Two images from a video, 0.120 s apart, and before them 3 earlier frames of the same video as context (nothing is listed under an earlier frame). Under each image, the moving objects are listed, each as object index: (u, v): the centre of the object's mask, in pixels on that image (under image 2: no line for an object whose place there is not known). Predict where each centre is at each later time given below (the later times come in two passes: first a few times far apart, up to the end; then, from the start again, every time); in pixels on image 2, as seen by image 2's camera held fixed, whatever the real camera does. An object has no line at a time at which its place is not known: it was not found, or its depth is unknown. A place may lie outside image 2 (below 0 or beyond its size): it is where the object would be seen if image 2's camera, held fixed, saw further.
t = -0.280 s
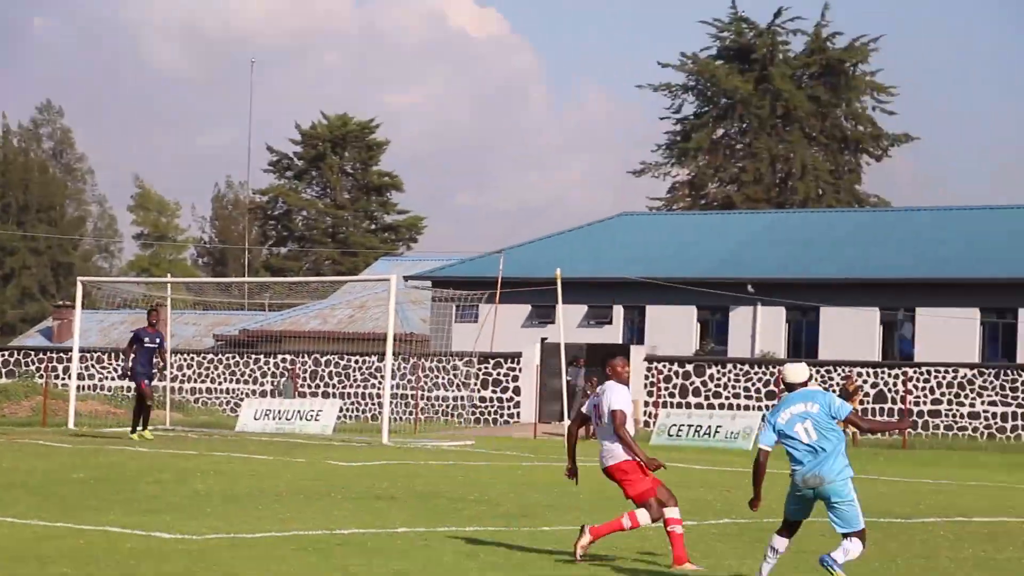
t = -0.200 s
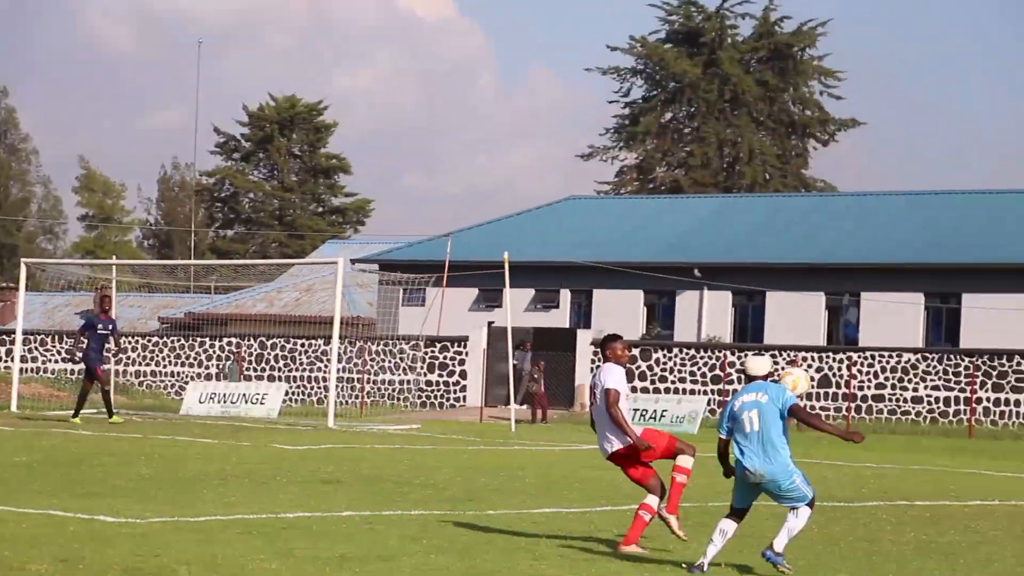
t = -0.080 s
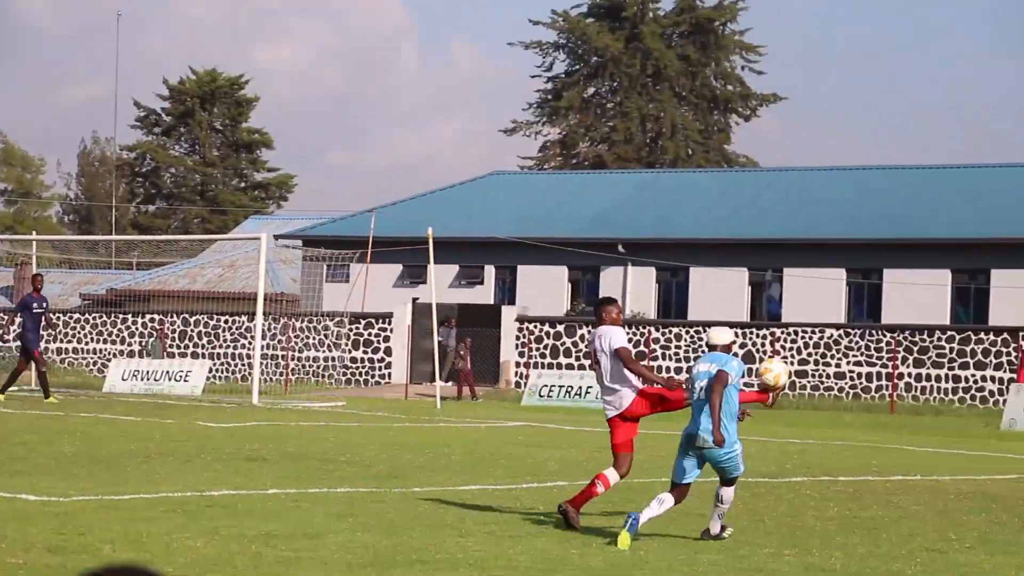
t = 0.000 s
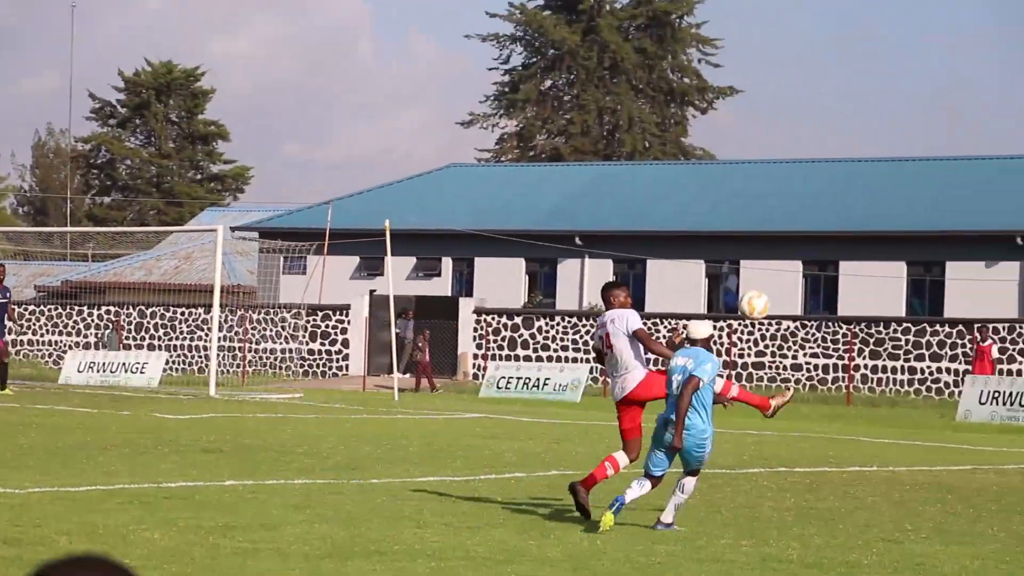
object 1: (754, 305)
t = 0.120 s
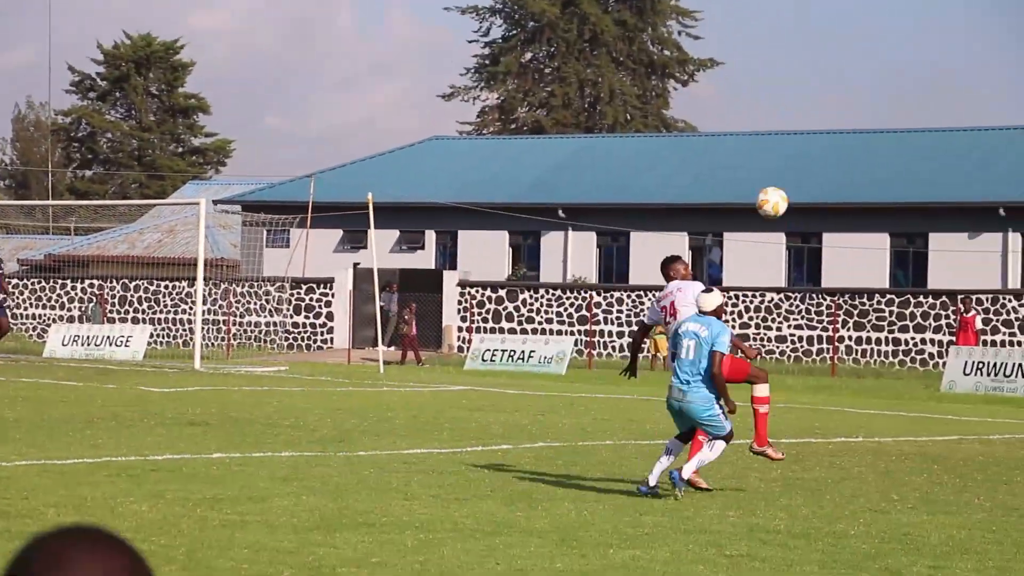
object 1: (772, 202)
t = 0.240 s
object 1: (805, 143)
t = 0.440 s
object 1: (860, 88)
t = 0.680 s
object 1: (927, 92)
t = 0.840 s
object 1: (973, 142)
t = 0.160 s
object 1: (784, 180)
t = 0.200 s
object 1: (794, 161)
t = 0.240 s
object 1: (805, 143)
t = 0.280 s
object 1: (816, 128)
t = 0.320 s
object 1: (827, 115)
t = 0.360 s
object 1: (838, 104)
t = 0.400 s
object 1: (849, 94)
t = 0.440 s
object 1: (860, 88)
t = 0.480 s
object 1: (870, 83)
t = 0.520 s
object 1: (882, 80)
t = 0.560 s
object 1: (894, 80)
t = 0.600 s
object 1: (905, 81)
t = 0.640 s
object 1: (915, 86)
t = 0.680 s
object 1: (927, 92)
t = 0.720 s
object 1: (940, 101)
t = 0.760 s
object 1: (952, 111)
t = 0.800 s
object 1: (962, 126)
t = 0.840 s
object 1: (973, 142)
